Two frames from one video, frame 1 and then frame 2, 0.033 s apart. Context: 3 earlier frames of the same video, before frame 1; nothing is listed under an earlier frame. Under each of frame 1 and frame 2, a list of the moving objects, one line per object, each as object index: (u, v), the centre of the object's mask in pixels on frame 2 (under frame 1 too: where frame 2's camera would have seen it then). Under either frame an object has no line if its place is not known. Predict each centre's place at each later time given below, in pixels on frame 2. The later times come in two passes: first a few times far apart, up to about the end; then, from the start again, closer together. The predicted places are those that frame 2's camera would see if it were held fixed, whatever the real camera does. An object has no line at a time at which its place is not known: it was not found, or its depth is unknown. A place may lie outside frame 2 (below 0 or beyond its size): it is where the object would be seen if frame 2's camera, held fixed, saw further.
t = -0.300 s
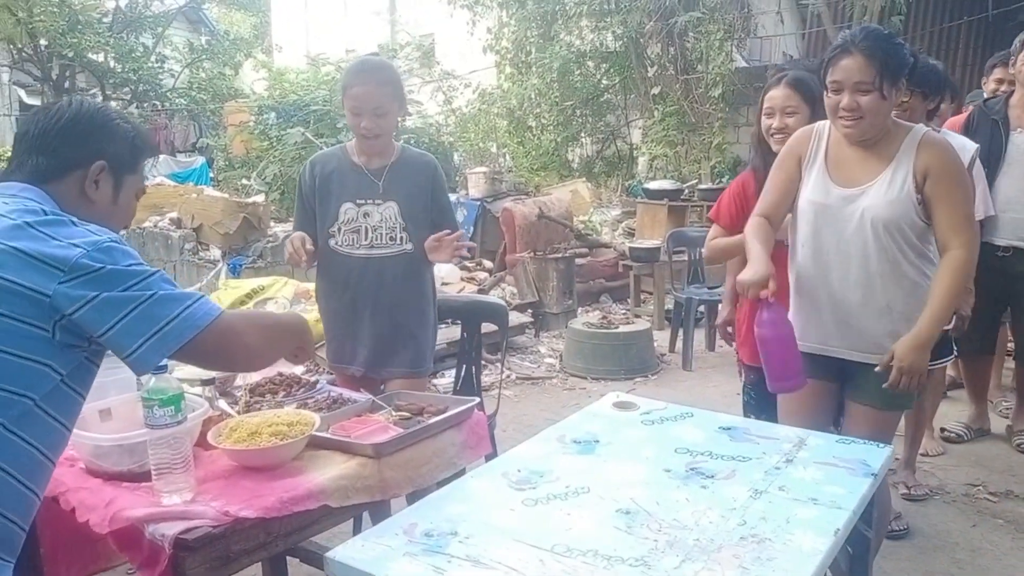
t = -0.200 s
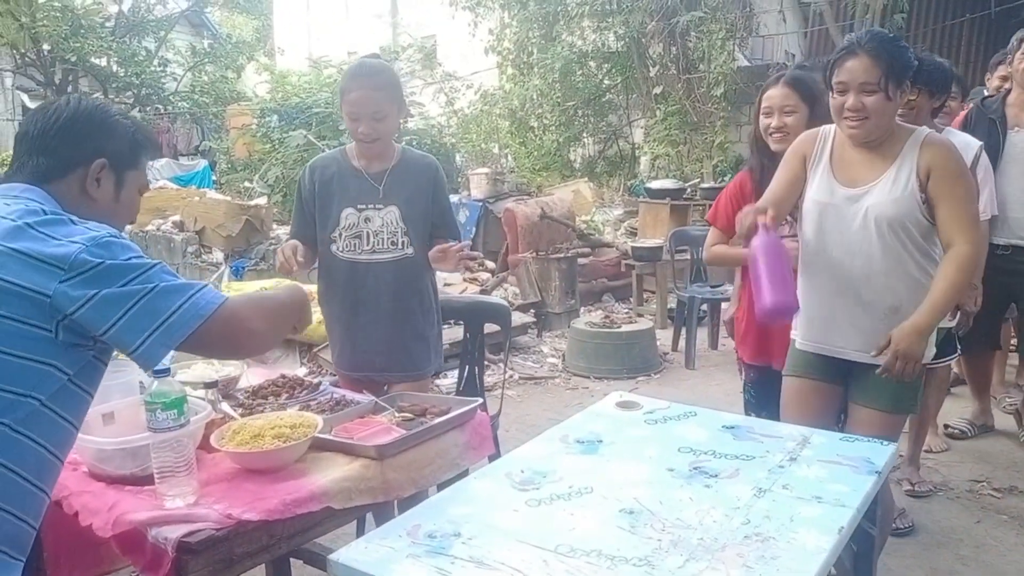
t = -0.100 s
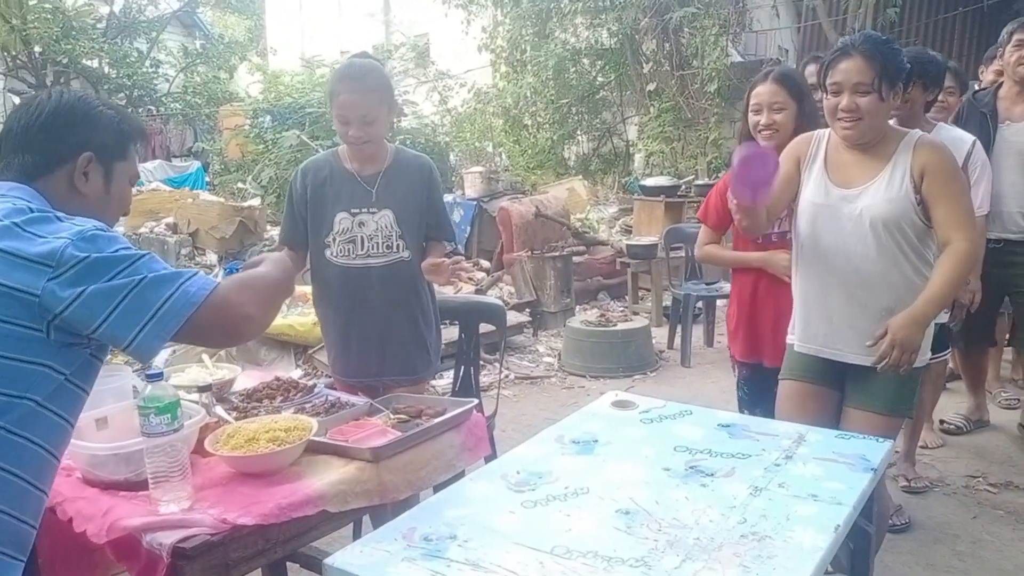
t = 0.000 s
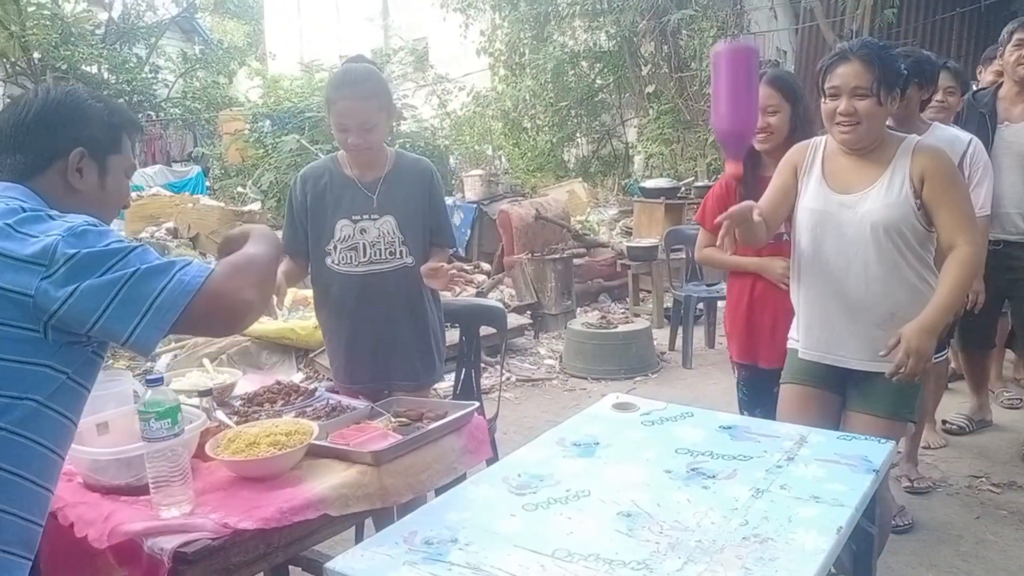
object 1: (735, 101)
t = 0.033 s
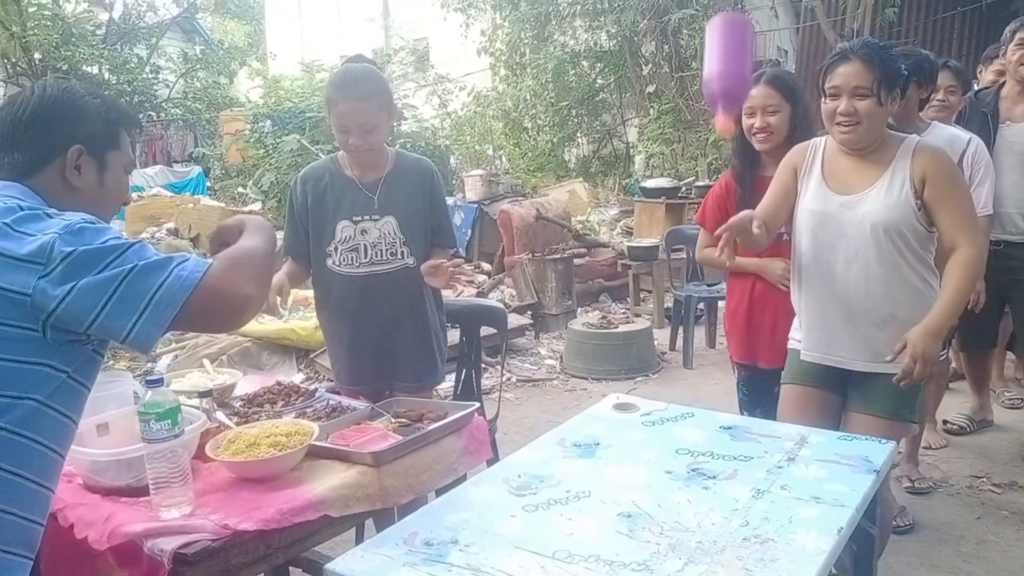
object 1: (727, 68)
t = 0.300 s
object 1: (658, 59)
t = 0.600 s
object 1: (577, 474)
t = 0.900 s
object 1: (521, 473)
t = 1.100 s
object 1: (487, 471)
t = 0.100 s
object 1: (711, 19)
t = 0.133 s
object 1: (706, 18)
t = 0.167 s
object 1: (699, 21)
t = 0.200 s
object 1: (691, 26)
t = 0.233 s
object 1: (681, 35)
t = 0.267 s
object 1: (670, 44)
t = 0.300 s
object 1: (658, 59)
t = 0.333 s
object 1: (648, 85)
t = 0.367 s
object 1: (638, 129)
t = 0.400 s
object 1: (629, 182)
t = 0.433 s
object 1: (618, 246)
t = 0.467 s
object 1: (607, 316)
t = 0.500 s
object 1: (598, 391)
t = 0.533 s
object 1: (587, 474)
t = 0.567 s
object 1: (581, 473)
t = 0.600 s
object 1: (577, 474)
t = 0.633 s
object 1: (567, 475)
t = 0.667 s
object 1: (561, 476)
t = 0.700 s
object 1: (554, 476)
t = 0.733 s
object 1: (547, 475)
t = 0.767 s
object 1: (541, 475)
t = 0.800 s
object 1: (535, 474)
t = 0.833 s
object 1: (530, 474)
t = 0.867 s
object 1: (525, 474)
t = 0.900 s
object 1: (521, 473)
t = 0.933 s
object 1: (516, 473)
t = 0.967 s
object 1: (510, 473)
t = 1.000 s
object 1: (504, 472)
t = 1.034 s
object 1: (498, 472)
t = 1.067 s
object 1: (492, 471)
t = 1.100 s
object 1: (487, 471)
